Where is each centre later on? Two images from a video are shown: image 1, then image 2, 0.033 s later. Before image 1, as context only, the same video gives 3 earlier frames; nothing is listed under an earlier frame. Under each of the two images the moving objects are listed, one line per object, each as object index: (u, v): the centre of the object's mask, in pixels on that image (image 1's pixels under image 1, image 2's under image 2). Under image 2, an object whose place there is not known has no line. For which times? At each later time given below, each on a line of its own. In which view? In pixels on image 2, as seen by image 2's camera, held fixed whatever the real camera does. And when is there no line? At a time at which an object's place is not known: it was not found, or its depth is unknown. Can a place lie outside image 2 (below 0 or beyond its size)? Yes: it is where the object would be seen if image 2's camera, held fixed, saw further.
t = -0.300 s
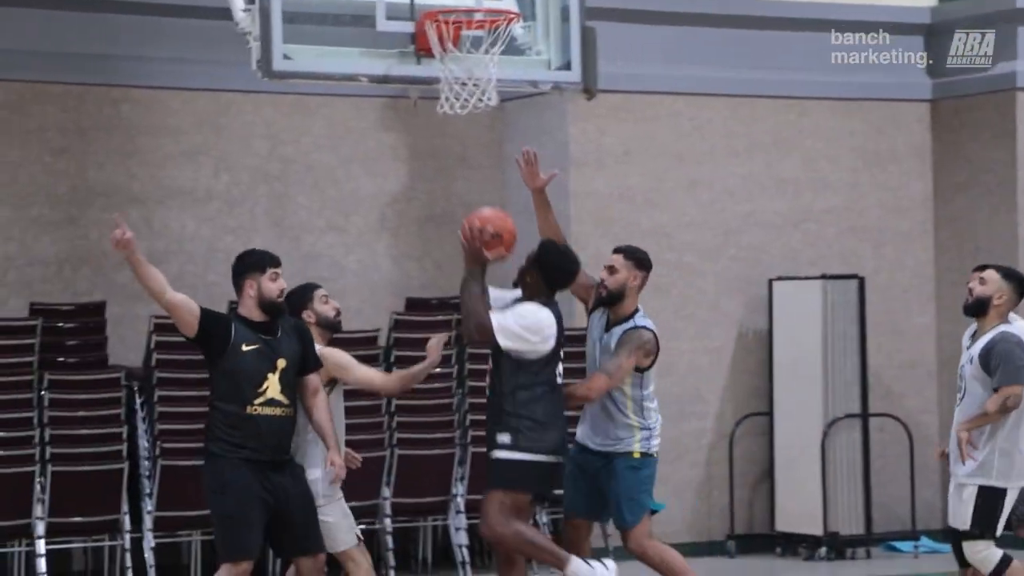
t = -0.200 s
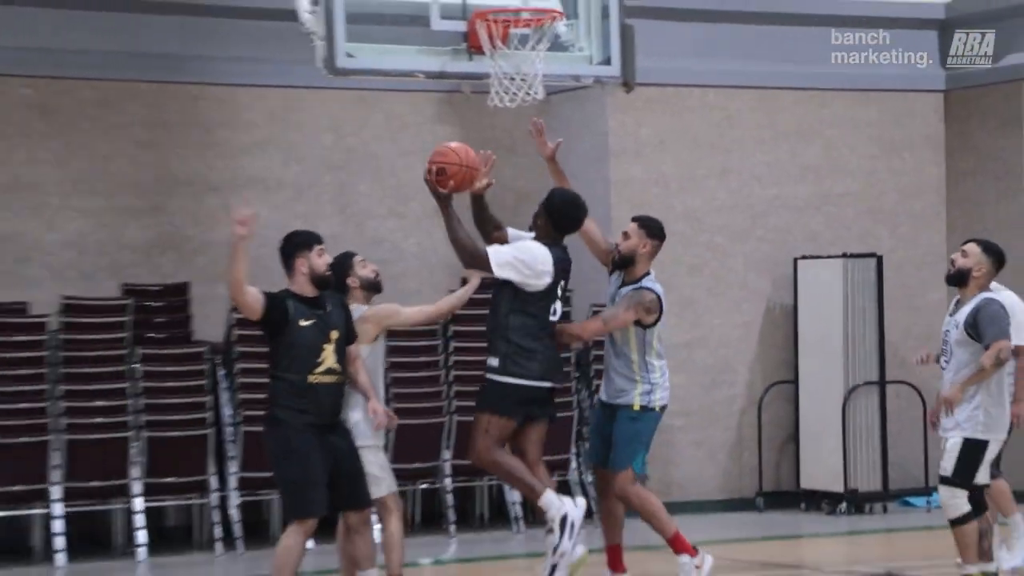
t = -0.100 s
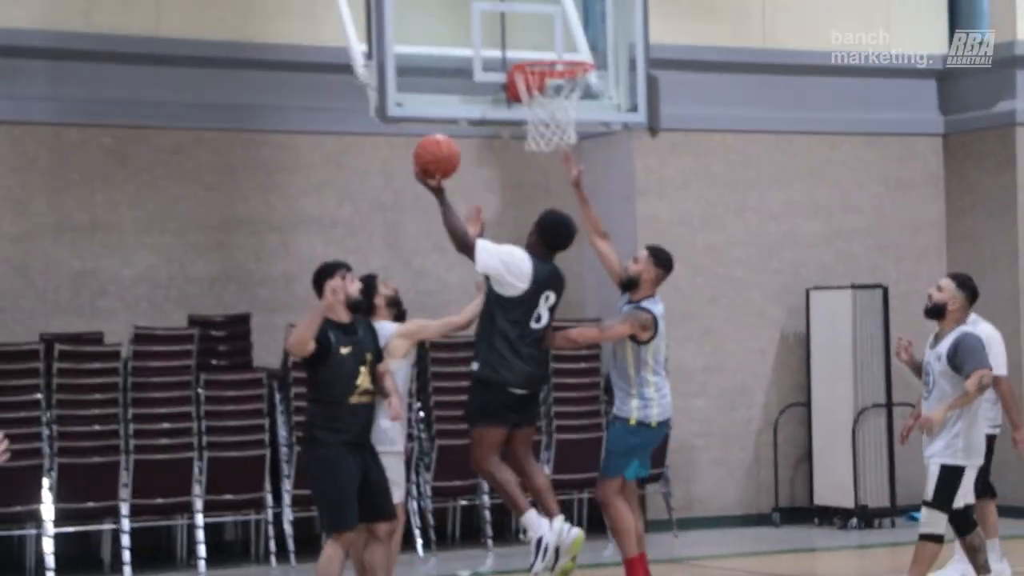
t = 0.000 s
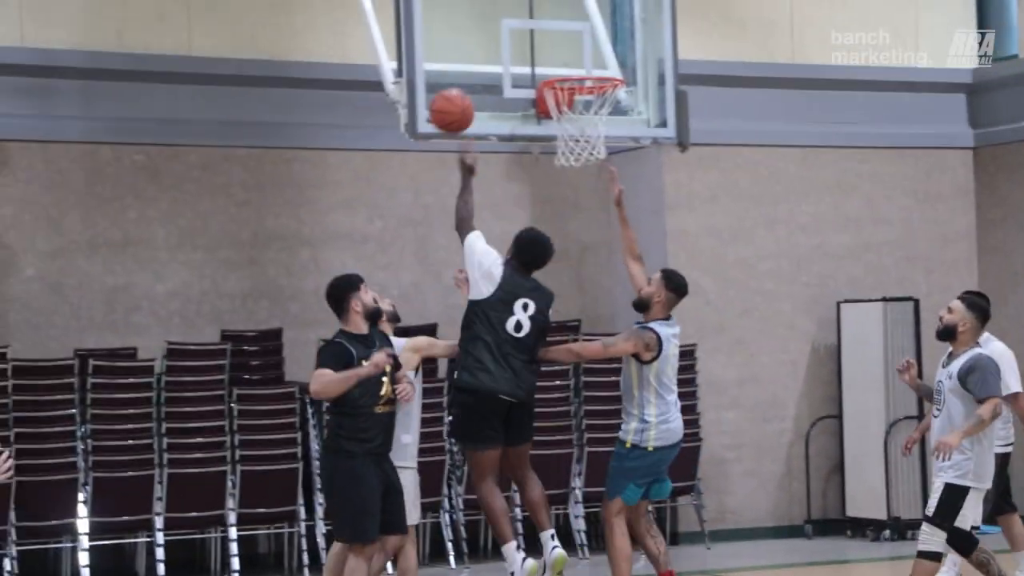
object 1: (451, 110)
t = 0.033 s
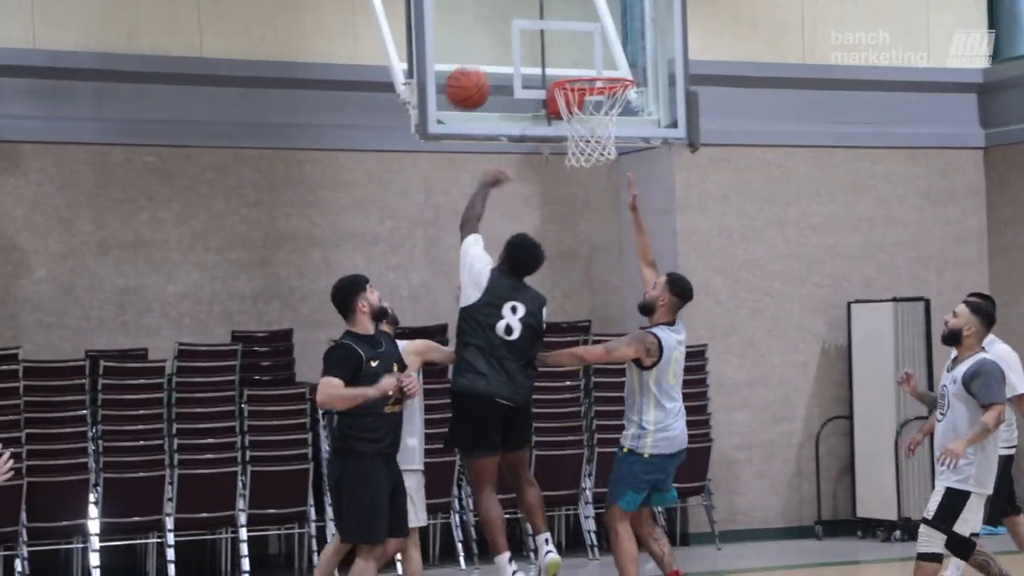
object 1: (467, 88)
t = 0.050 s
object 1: (469, 77)
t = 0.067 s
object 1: (471, 66)
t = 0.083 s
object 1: (473, 55)
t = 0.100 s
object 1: (475, 46)
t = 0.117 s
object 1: (477, 37)
